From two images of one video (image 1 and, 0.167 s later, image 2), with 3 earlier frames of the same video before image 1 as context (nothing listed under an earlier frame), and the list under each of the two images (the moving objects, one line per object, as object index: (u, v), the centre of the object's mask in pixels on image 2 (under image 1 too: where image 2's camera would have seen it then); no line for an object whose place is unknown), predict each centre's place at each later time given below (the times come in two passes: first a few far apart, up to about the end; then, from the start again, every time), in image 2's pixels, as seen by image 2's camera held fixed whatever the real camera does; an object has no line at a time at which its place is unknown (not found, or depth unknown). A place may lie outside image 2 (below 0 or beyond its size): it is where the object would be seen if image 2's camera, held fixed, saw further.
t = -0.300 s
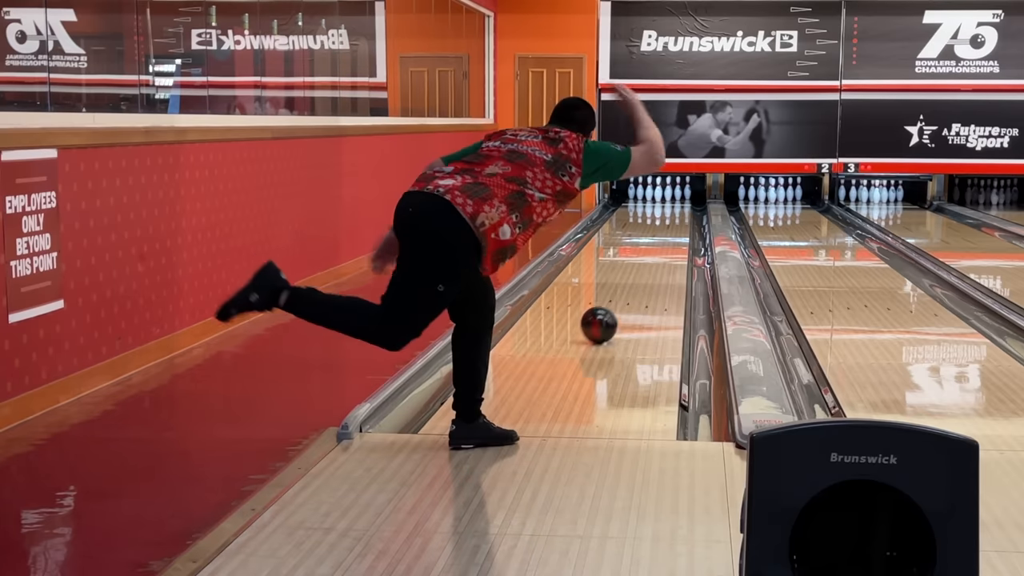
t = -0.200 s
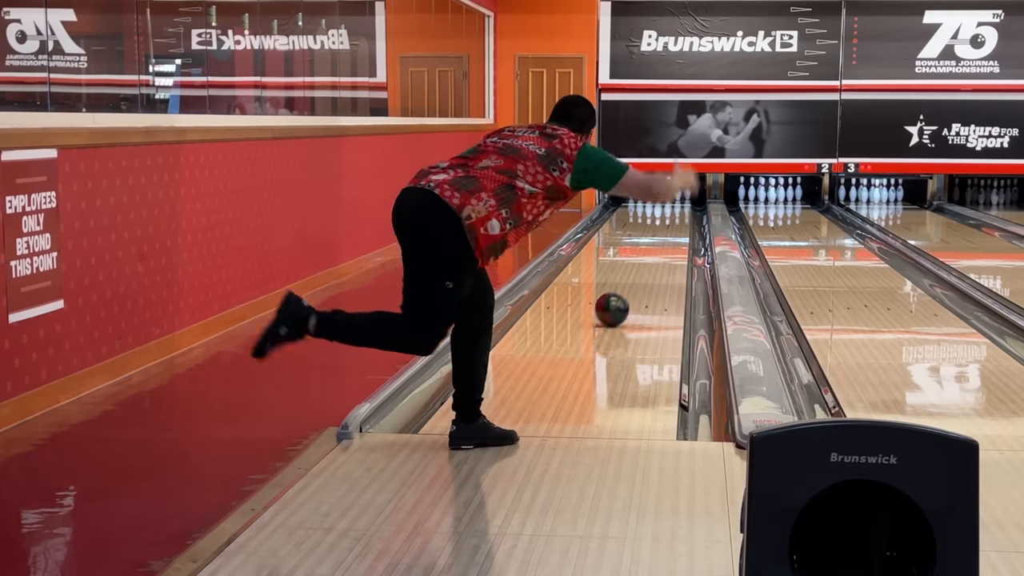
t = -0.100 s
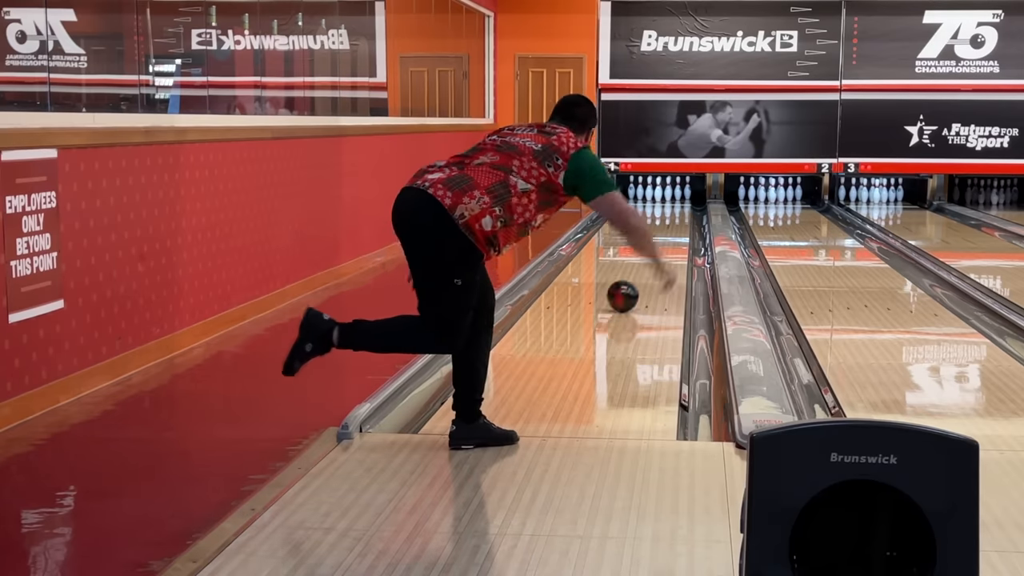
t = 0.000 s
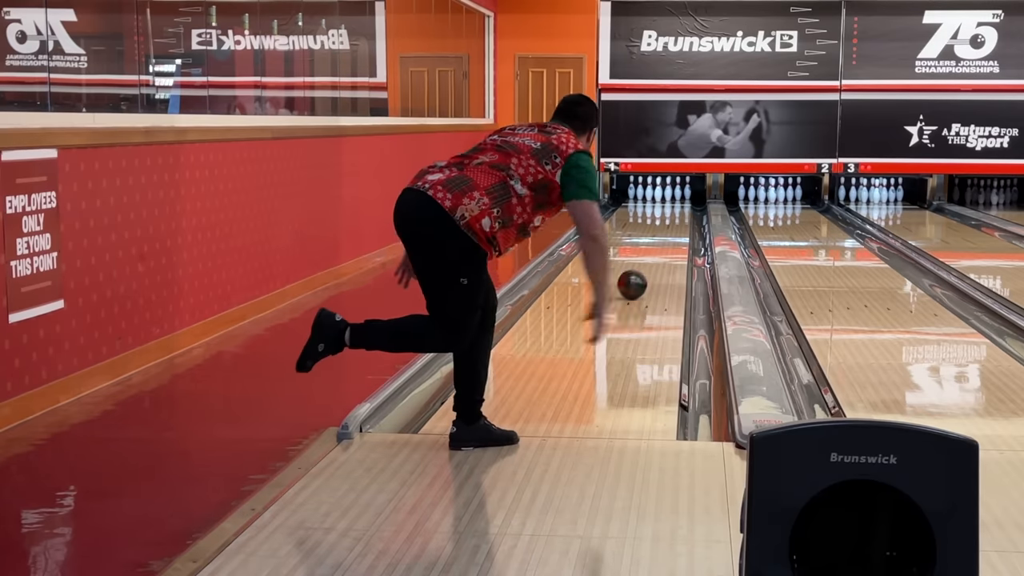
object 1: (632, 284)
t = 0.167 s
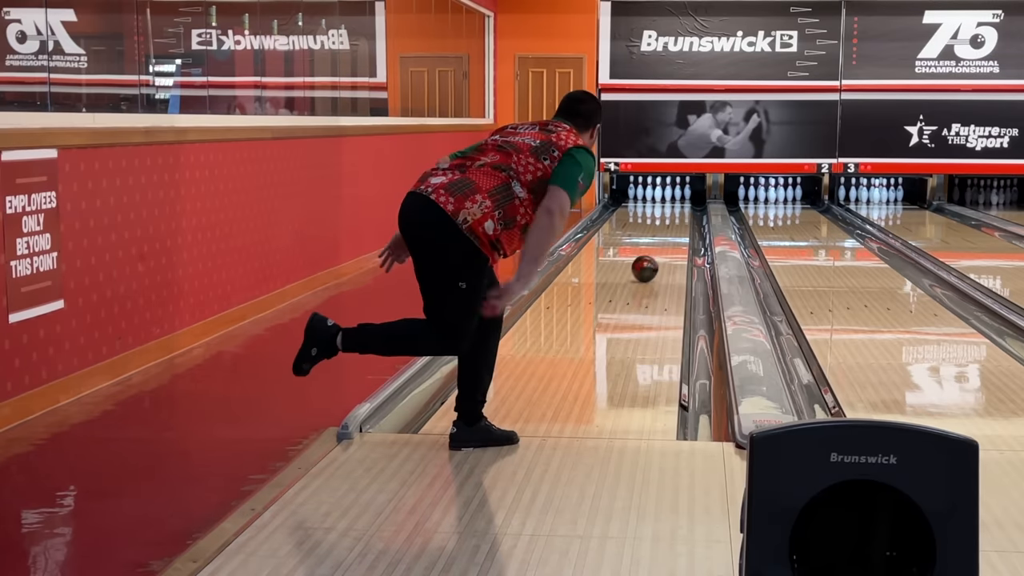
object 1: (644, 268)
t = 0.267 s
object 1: (651, 260)
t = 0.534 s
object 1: (664, 242)
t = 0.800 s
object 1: (673, 229)
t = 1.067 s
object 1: (678, 218)
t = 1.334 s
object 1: (678, 209)
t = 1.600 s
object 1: (673, 203)
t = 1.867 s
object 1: (665, 198)
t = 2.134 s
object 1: (658, 195)
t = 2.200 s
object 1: (655, 194)
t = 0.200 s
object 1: (647, 266)
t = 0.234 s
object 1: (649, 263)
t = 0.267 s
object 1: (651, 260)
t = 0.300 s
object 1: (653, 258)
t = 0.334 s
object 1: (655, 255)
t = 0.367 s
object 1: (657, 253)
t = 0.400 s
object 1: (658, 251)
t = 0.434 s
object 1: (660, 248)
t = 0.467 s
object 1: (661, 246)
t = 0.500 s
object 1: (663, 244)
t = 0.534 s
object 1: (664, 242)
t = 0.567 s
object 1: (666, 241)
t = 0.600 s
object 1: (667, 239)
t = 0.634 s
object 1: (668, 237)
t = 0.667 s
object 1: (669, 235)
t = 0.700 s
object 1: (670, 234)
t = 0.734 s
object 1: (671, 232)
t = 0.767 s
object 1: (672, 230)
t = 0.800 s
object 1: (673, 229)
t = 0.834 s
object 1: (674, 227)
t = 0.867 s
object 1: (675, 226)
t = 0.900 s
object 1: (676, 225)
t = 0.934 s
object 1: (677, 223)
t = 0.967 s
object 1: (677, 222)
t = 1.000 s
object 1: (678, 220)
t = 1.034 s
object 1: (678, 219)
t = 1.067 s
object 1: (678, 218)
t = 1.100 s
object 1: (678, 217)
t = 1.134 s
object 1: (679, 216)
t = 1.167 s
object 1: (679, 215)
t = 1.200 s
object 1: (679, 214)
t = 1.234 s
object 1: (679, 212)
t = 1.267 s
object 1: (679, 212)
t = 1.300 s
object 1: (679, 211)
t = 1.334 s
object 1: (678, 209)
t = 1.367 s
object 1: (678, 208)
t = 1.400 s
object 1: (678, 208)
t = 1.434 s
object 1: (677, 207)
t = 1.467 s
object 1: (677, 206)
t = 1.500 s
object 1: (676, 205)
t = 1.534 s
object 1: (675, 204)
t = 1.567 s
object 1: (674, 204)
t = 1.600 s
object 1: (673, 203)
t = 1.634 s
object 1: (672, 203)
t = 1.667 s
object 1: (671, 202)
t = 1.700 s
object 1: (670, 201)
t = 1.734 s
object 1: (669, 200)
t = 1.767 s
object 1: (668, 199)
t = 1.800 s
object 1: (667, 199)
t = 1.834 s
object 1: (666, 198)
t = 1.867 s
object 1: (665, 198)
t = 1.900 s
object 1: (664, 197)
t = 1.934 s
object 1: (662, 197)
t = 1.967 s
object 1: (661, 196)
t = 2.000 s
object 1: (660, 196)
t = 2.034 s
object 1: (660, 196)
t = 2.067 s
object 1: (659, 196)
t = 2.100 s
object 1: (658, 195)
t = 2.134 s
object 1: (658, 195)
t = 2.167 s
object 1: (657, 193)
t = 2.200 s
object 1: (655, 194)
